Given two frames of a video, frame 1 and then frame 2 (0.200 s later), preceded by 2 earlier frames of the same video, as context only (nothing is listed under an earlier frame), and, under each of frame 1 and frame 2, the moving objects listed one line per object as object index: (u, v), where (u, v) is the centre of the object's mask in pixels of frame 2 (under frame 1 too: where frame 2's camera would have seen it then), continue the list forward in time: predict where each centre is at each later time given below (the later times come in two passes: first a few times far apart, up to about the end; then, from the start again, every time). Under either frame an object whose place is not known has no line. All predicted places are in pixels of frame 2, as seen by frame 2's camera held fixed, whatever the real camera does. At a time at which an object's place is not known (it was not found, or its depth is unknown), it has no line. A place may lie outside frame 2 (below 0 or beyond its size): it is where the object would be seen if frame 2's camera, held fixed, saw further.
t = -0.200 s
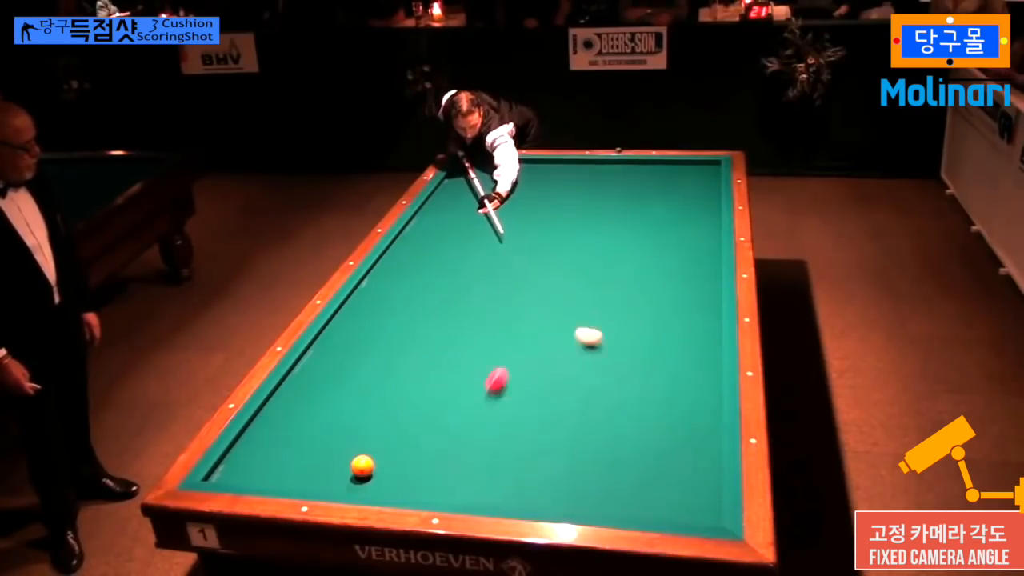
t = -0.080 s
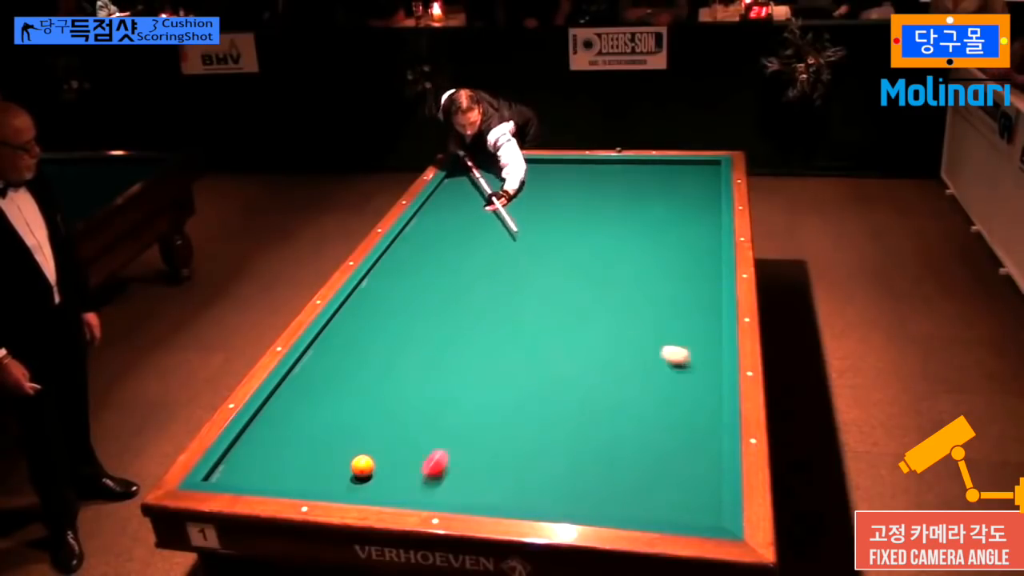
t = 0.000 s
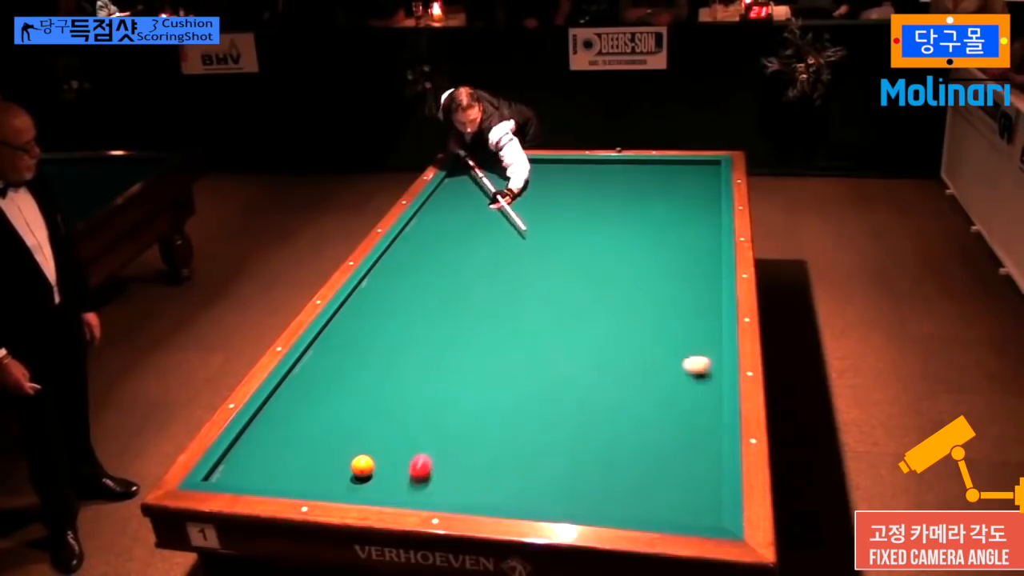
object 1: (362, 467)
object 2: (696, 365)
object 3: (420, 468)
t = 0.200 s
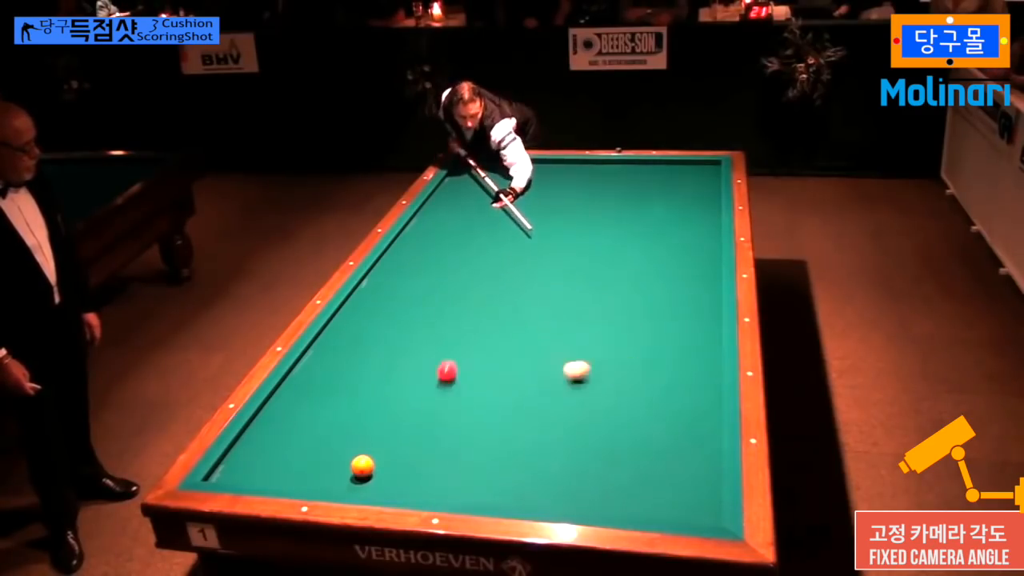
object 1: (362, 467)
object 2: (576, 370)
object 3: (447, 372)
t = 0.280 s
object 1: (362, 467)
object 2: (533, 375)
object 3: (455, 344)
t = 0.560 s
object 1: (362, 467)
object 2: (397, 403)
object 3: (474, 274)
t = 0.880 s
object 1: (362, 467)
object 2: (243, 447)
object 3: (490, 216)
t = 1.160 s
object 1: (362, 467)
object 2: (284, 477)
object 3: (501, 177)
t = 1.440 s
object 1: (371, 468)
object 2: (344, 462)
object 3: (497, 172)
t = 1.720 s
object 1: (408, 473)
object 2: (367, 443)
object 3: (480, 194)
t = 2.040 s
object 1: (448, 477)
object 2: (391, 423)
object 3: (460, 219)
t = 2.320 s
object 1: (482, 481)
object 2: (411, 408)
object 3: (441, 244)
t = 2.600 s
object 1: (516, 484)
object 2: (429, 393)
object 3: (418, 272)
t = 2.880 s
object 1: (548, 488)
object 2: (445, 380)
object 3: (394, 303)
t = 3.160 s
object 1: (580, 491)
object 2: (460, 368)
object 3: (366, 338)
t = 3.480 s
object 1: (616, 495)
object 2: (475, 356)
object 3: (330, 384)
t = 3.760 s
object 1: (646, 498)
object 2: (488, 346)
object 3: (293, 431)
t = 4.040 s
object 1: (675, 501)
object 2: (499, 336)
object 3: (258, 475)
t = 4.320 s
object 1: (703, 504)
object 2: (510, 328)
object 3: (279, 444)
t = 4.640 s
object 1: (697, 504)
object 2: (521, 319)
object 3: (300, 413)
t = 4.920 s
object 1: (683, 504)
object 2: (530, 312)
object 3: (316, 389)
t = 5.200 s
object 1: (671, 504)
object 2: (538, 306)
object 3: (329, 367)
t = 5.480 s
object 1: (660, 504)
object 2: (545, 300)
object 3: (342, 348)
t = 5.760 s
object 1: (651, 503)
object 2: (552, 295)
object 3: (354, 330)
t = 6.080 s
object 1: (642, 502)
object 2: (559, 290)
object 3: (366, 312)
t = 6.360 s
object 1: (636, 502)
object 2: (564, 286)
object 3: (375, 298)
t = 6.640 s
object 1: (632, 502)
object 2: (569, 282)
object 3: (384, 285)
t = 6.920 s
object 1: (628, 502)
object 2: (573, 278)
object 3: (392, 273)
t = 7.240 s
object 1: (626, 501)
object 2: (578, 275)
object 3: (400, 261)
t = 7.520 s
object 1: (626, 501)
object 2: (581, 273)
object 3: (407, 251)
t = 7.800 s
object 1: (626, 501)
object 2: (583, 271)
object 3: (413, 242)
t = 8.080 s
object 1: (626, 501)
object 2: (586, 269)
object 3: (419, 234)
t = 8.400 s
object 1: (626, 501)
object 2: (588, 267)
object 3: (425, 225)
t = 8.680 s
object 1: (626, 501)
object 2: (590, 266)
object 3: (430, 218)
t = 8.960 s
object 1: (626, 501)
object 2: (590, 265)
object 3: (434, 211)
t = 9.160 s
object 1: (626, 501)
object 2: (591, 265)
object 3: (437, 207)
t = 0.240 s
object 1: (362, 467)
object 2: (554, 373)
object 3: (451, 357)
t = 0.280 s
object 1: (362, 467)
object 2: (533, 375)
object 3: (455, 344)
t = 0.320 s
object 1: (362, 467)
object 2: (513, 378)
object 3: (458, 332)
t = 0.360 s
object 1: (362, 467)
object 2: (493, 381)
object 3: (461, 320)
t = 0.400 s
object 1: (362, 467)
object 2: (473, 384)
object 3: (464, 310)
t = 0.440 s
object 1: (362, 467)
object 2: (453, 388)
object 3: (467, 300)
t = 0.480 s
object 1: (362, 467)
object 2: (434, 393)
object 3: (469, 291)
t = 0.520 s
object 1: (362, 467)
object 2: (416, 397)
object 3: (472, 282)
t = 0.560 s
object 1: (362, 467)
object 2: (397, 403)
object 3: (474, 274)
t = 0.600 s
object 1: (362, 467)
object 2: (378, 408)
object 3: (476, 266)
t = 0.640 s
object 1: (362, 467)
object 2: (359, 413)
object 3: (479, 258)
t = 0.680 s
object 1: (362, 467)
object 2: (340, 419)
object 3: (481, 250)
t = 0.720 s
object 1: (362, 467)
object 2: (321, 425)
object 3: (483, 243)
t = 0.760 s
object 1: (362, 467)
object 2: (302, 430)
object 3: (484, 236)
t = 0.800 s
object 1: (362, 467)
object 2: (282, 436)
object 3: (486, 229)
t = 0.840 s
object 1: (362, 467)
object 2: (262, 441)
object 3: (488, 223)
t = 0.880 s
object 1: (362, 467)
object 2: (243, 447)
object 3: (490, 216)
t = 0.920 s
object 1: (362, 467)
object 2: (239, 453)
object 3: (492, 210)
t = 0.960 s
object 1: (362, 467)
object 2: (248, 459)
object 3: (493, 204)
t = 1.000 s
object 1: (362, 467)
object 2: (255, 464)
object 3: (495, 199)
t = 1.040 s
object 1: (362, 467)
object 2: (262, 470)
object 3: (496, 193)
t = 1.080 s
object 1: (362, 467)
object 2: (268, 475)
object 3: (498, 187)
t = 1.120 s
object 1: (362, 467)
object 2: (273, 479)
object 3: (499, 182)
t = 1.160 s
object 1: (362, 467)
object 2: (284, 477)
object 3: (501, 177)
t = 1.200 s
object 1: (362, 467)
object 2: (294, 476)
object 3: (502, 172)
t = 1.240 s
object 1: (362, 467)
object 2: (304, 474)
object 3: (504, 167)
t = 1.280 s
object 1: (362, 467)
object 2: (313, 472)
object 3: (505, 163)
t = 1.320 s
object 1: (362, 467)
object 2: (323, 469)
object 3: (505, 161)
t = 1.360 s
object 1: (362, 468)
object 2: (333, 467)
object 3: (503, 164)
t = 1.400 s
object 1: (363, 468)
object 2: (341, 465)
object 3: (499, 168)
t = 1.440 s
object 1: (371, 468)
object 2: (344, 462)
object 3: (497, 172)
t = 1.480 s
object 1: (377, 468)
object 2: (347, 459)
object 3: (494, 176)
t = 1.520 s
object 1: (382, 469)
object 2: (351, 456)
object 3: (492, 179)
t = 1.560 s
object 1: (387, 470)
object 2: (354, 454)
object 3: (489, 182)
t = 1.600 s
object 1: (393, 470)
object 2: (357, 451)
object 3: (487, 185)
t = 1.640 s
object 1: (397, 470)
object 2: (361, 448)
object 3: (485, 188)
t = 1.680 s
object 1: (403, 472)
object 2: (364, 446)
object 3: (482, 191)
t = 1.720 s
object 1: (408, 473)
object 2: (367, 443)
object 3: (480, 194)
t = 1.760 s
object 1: (413, 473)
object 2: (370, 441)
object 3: (478, 197)
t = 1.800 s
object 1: (418, 474)
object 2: (373, 438)
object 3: (475, 200)
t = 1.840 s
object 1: (423, 474)
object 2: (376, 435)
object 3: (473, 203)
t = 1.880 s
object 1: (428, 475)
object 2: (380, 433)
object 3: (470, 206)
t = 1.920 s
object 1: (433, 475)
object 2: (383, 431)
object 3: (468, 210)
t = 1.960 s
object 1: (438, 475)
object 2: (386, 428)
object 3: (465, 213)
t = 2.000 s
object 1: (443, 476)
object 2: (389, 426)
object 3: (463, 216)
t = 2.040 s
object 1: (448, 477)
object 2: (391, 423)
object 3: (460, 219)
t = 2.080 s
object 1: (453, 478)
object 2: (394, 421)
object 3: (458, 223)
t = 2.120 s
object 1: (458, 478)
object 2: (397, 418)
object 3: (455, 226)
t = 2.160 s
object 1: (463, 479)
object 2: (400, 416)
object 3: (452, 230)
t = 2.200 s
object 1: (467, 479)
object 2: (403, 414)
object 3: (449, 233)
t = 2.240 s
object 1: (472, 480)
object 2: (405, 412)
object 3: (446, 237)
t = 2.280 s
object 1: (477, 480)
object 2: (408, 410)
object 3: (444, 241)
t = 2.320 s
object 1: (482, 481)
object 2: (411, 408)
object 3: (441, 244)
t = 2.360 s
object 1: (487, 481)
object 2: (414, 405)
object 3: (438, 248)
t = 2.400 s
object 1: (492, 481)
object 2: (416, 403)
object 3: (435, 252)
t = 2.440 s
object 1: (496, 482)
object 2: (419, 401)
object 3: (432, 256)
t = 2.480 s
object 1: (501, 482)
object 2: (421, 399)
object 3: (429, 260)
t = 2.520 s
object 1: (506, 483)
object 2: (424, 397)
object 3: (425, 264)
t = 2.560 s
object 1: (511, 483)
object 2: (426, 395)
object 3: (422, 268)
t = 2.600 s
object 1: (516, 484)
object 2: (429, 393)
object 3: (418, 272)
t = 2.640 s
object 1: (520, 485)
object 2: (431, 391)
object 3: (415, 276)
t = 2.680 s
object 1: (525, 485)
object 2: (434, 389)
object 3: (412, 280)
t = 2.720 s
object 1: (530, 486)
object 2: (436, 387)
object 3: (408, 285)
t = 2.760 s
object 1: (535, 486)
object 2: (438, 385)
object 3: (405, 289)
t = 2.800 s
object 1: (539, 486)
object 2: (440, 384)
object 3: (401, 294)
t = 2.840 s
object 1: (544, 487)
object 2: (443, 382)
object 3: (397, 298)
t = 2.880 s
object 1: (548, 488)
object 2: (445, 380)
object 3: (394, 303)
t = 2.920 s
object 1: (553, 488)
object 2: (447, 378)
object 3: (390, 308)
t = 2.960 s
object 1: (558, 489)
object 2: (449, 376)
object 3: (386, 313)
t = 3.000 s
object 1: (562, 489)
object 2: (451, 375)
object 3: (382, 317)
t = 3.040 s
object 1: (567, 489)
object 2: (454, 373)
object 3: (378, 322)
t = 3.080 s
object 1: (571, 490)
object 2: (456, 371)
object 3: (374, 328)
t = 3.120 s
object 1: (576, 491)
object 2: (458, 370)
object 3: (370, 333)
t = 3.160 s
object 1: (580, 491)
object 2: (460, 368)
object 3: (366, 338)
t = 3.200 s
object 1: (585, 491)
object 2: (462, 366)
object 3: (361, 343)
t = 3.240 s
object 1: (589, 492)
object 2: (464, 365)
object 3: (357, 349)
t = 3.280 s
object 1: (594, 492)
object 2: (466, 363)
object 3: (353, 355)
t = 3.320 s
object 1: (598, 493)
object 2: (468, 362)
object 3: (348, 360)
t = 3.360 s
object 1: (603, 493)
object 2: (470, 360)
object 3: (344, 366)
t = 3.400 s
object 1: (607, 494)
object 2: (472, 358)
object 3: (339, 372)
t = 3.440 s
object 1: (612, 494)
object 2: (474, 357)
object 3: (334, 378)
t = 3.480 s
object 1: (616, 495)
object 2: (475, 356)
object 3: (330, 384)
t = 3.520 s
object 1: (620, 495)
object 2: (477, 354)
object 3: (325, 391)
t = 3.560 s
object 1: (625, 496)
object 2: (479, 352)
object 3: (319, 397)
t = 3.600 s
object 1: (629, 496)
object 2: (481, 351)
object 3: (314, 403)
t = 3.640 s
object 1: (633, 497)
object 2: (483, 349)
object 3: (309, 410)
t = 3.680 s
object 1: (638, 497)
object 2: (484, 348)
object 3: (304, 417)
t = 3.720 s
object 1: (642, 498)
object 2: (486, 347)
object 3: (298, 424)
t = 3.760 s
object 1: (646, 498)
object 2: (488, 346)
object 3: (293, 431)
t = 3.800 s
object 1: (650, 498)
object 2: (489, 344)
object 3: (287, 438)
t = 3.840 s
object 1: (654, 499)
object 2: (491, 343)
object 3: (281, 446)
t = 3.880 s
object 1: (659, 499)
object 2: (493, 341)
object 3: (276, 453)
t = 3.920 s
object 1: (663, 500)
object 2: (495, 340)
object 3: (270, 461)
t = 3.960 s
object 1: (667, 500)
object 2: (496, 339)
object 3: (264, 469)
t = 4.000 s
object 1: (671, 501)
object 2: (498, 338)
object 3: (258, 475)
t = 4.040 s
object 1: (675, 501)
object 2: (499, 336)
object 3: (258, 475)
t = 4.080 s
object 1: (679, 502)
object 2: (501, 335)
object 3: (261, 472)
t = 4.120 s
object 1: (683, 502)
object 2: (502, 334)
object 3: (265, 466)
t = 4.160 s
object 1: (687, 502)
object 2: (504, 333)
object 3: (268, 461)
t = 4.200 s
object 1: (691, 503)
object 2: (505, 332)
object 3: (271, 457)
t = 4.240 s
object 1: (695, 503)
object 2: (507, 331)
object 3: (274, 452)
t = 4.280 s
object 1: (699, 504)
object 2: (508, 329)
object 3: (277, 448)
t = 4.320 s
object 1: (703, 504)
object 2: (510, 328)
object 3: (279, 444)
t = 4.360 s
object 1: (707, 505)
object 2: (511, 327)
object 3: (282, 440)
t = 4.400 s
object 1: (710, 505)
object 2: (513, 326)
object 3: (285, 436)
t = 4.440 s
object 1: (708, 505)
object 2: (514, 325)
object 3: (287, 432)
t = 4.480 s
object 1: (706, 505)
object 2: (516, 324)
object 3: (290, 428)
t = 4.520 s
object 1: (703, 505)
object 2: (517, 322)
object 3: (293, 424)
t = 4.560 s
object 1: (701, 505)
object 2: (518, 321)
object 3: (295, 420)
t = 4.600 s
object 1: (699, 505)
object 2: (519, 320)
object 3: (297, 416)
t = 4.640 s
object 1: (697, 504)
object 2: (521, 319)
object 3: (300, 413)
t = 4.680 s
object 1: (695, 504)
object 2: (522, 318)
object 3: (302, 409)
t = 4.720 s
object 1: (693, 504)
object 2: (523, 317)
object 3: (304, 406)
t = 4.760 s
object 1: (691, 504)
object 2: (525, 316)
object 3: (307, 402)
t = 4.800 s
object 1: (689, 504)
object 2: (526, 315)
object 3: (309, 398)
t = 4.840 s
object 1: (687, 504)
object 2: (527, 314)
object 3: (311, 395)
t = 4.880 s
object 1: (685, 504)
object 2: (528, 313)
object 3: (313, 392)
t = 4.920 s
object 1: (683, 504)
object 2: (530, 312)
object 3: (316, 389)
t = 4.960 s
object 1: (681, 504)
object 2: (531, 311)
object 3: (318, 385)
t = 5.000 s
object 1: (679, 504)
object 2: (532, 311)
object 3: (320, 382)
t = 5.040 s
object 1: (678, 504)
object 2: (533, 310)
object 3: (322, 379)
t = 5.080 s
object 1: (676, 504)
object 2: (534, 309)
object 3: (324, 376)
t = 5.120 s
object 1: (674, 504)
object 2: (536, 308)
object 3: (326, 373)
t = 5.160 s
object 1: (672, 504)
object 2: (537, 307)
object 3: (327, 370)
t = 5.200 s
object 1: (671, 504)
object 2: (538, 306)
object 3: (329, 367)
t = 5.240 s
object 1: (669, 504)
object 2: (539, 305)
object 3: (331, 364)
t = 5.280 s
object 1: (667, 504)
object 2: (540, 305)
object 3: (333, 361)
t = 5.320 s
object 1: (666, 504)
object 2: (541, 303)
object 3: (335, 358)
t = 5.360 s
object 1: (665, 504)
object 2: (542, 303)
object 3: (337, 355)
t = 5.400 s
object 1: (663, 503)
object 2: (543, 302)
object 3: (338, 353)
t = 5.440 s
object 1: (662, 503)
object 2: (544, 301)
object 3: (340, 350)
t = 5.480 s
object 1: (660, 504)
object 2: (545, 300)
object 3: (342, 348)
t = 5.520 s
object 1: (659, 504)
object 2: (546, 300)
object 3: (344, 345)
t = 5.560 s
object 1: (657, 503)
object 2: (547, 299)
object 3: (345, 342)
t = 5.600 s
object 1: (656, 503)
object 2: (548, 298)
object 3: (347, 340)
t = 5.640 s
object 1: (655, 503)
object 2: (549, 297)
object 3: (349, 337)
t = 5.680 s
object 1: (653, 503)
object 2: (550, 297)
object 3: (350, 335)
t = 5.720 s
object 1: (652, 503)
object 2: (551, 296)
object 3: (352, 332)
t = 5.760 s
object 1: (651, 503)
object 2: (552, 295)
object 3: (354, 330)
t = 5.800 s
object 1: (650, 503)
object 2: (553, 295)
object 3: (355, 328)
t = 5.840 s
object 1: (648, 503)
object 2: (554, 294)
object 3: (357, 325)
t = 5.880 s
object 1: (647, 503)
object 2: (554, 293)
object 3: (358, 323)
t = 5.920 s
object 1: (646, 503)
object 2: (555, 293)
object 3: (360, 321)
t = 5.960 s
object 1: (645, 503)
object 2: (556, 292)
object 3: (361, 318)
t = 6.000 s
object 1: (644, 503)
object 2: (557, 291)
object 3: (363, 316)
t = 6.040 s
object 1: (643, 503)
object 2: (558, 290)
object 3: (364, 314)
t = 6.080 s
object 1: (642, 502)
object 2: (559, 290)
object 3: (366, 312)
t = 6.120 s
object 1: (641, 502)
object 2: (559, 289)
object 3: (367, 310)
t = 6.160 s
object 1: (640, 502)
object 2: (560, 289)
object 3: (368, 308)
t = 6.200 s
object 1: (639, 502)
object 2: (561, 288)
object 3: (370, 306)
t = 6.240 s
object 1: (639, 502)
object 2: (562, 287)
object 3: (371, 304)
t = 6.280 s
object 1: (638, 502)
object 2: (562, 287)
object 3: (372, 302)
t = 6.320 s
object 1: (637, 502)
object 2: (563, 286)
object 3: (374, 300)
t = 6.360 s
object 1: (636, 502)
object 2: (564, 286)
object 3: (375, 298)
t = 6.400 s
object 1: (636, 502)
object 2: (565, 285)
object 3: (376, 296)
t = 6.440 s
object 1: (635, 502)
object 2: (565, 285)
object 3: (378, 294)
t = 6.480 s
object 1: (634, 502)
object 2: (566, 284)
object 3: (379, 292)
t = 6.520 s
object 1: (633, 502)
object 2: (567, 283)
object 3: (380, 290)
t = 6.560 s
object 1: (633, 502)
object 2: (567, 283)
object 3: (381, 288)
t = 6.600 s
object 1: (632, 502)
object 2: (568, 282)
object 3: (383, 286)
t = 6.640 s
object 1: (632, 502)
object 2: (569, 282)
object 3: (384, 285)
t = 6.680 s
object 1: (631, 502)
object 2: (569, 281)
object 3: (385, 283)
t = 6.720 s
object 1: (631, 502)
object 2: (570, 281)
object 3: (386, 281)
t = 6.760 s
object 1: (630, 502)
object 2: (571, 280)
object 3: (387, 279)
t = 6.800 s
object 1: (630, 502)
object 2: (571, 280)
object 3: (389, 278)
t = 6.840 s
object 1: (629, 502)
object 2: (572, 279)
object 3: (390, 276)
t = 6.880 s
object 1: (629, 502)
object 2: (573, 279)
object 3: (391, 275)
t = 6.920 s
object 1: (628, 502)
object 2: (573, 278)
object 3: (392, 273)
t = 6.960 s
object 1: (628, 502)
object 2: (574, 278)
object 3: (393, 271)
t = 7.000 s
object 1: (628, 502)
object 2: (575, 278)
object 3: (394, 270)
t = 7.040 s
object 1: (627, 502)
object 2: (575, 277)
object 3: (395, 268)
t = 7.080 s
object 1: (627, 502)
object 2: (576, 277)
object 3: (396, 267)
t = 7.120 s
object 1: (627, 502)
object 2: (576, 276)
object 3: (397, 265)
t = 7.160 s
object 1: (627, 502)
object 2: (577, 276)
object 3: (398, 264)
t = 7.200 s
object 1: (627, 502)
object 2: (577, 276)
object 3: (399, 262)
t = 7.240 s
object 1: (626, 501)
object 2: (578, 275)
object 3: (400, 261)
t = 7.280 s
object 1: (626, 501)
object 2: (578, 275)
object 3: (401, 260)
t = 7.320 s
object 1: (626, 501)
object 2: (578, 274)
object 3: (402, 258)
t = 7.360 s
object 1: (626, 501)
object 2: (579, 274)
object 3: (403, 257)
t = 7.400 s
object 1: (626, 501)
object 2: (579, 273)
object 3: (404, 255)
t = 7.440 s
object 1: (626, 501)
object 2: (580, 273)
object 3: (405, 254)
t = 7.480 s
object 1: (626, 501)
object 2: (580, 273)
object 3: (406, 252)
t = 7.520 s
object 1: (626, 501)
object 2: (581, 273)
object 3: (407, 251)
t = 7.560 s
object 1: (626, 501)
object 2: (581, 272)
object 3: (407, 250)
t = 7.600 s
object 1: (626, 501)
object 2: (582, 272)
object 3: (409, 248)
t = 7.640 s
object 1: (626, 501)
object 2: (582, 272)
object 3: (409, 247)
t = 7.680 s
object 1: (626, 501)
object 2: (583, 271)
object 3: (410, 246)
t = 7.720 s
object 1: (626, 501)
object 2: (583, 271)
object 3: (411, 244)
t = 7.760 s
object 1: (626, 501)
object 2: (583, 271)
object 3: (412, 243)
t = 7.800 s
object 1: (626, 501)
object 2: (583, 271)
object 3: (413, 242)
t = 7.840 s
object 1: (626, 501)
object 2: (584, 270)
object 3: (414, 241)
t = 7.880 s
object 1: (626, 501)
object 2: (584, 270)
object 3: (415, 239)
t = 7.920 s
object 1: (626, 501)
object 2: (585, 270)
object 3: (415, 238)
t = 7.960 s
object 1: (626, 501)
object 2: (585, 269)
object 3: (416, 237)
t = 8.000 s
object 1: (626, 501)
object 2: (585, 269)
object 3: (417, 236)
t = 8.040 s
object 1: (626, 501)
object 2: (585, 269)
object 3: (418, 235)
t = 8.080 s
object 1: (626, 501)
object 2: (586, 269)
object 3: (419, 234)
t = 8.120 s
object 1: (626, 501)
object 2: (586, 268)
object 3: (419, 232)
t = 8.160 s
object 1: (626, 501)
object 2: (586, 268)
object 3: (420, 231)
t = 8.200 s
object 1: (626, 501)
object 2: (587, 268)
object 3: (421, 230)
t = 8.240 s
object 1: (626, 501)
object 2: (587, 268)
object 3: (421, 229)
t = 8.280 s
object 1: (626, 501)
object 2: (587, 267)
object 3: (422, 228)
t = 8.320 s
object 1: (626, 501)
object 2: (588, 267)
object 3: (423, 227)
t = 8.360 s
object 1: (626, 501)
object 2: (588, 267)
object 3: (424, 226)
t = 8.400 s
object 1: (626, 501)
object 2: (588, 267)
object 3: (425, 225)
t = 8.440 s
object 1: (626, 501)
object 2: (588, 267)
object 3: (425, 224)
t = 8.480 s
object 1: (626, 501)
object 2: (589, 267)
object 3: (426, 223)
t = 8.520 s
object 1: (626, 501)
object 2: (589, 266)
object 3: (427, 222)
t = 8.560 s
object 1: (626, 501)
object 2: (589, 266)
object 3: (427, 221)
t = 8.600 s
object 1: (626, 501)
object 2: (589, 266)
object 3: (428, 220)
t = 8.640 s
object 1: (626, 501)
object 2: (589, 266)
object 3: (429, 219)
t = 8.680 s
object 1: (626, 501)
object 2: (590, 266)
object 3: (430, 218)
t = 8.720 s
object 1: (626, 501)
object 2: (590, 266)
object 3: (430, 217)
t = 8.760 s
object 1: (626, 501)
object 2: (590, 266)
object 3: (431, 216)
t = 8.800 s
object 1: (626, 501)
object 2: (590, 266)
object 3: (431, 215)
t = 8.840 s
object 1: (626, 501)
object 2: (590, 266)
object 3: (432, 214)
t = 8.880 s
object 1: (626, 501)
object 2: (590, 265)
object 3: (432, 213)
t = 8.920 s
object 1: (626, 501)
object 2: (590, 265)
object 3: (433, 212)
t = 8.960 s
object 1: (626, 501)
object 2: (590, 265)
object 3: (434, 211)
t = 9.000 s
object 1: (626, 501)
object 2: (590, 265)
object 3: (434, 210)
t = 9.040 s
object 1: (626, 501)
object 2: (590, 265)
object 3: (435, 210)
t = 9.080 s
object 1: (626, 501)
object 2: (590, 265)
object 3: (435, 209)
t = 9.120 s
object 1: (626, 501)
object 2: (590, 265)
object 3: (436, 208)
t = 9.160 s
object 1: (626, 501)
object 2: (591, 265)
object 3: (437, 207)
